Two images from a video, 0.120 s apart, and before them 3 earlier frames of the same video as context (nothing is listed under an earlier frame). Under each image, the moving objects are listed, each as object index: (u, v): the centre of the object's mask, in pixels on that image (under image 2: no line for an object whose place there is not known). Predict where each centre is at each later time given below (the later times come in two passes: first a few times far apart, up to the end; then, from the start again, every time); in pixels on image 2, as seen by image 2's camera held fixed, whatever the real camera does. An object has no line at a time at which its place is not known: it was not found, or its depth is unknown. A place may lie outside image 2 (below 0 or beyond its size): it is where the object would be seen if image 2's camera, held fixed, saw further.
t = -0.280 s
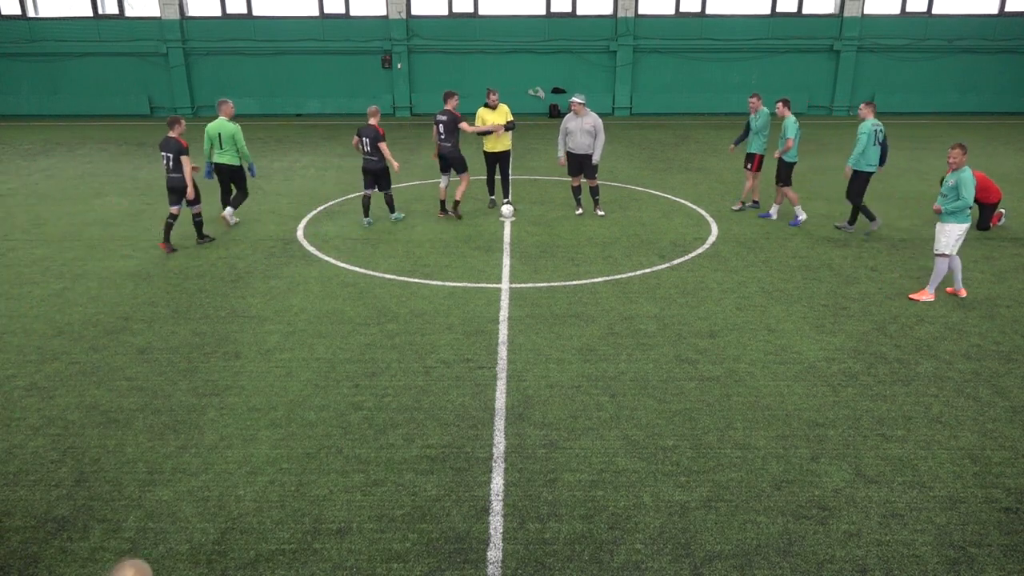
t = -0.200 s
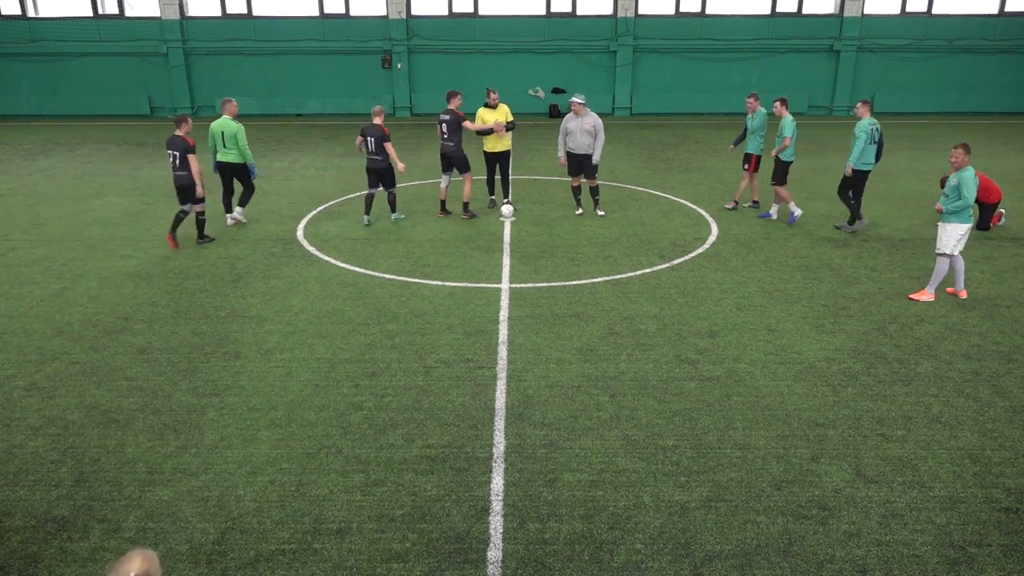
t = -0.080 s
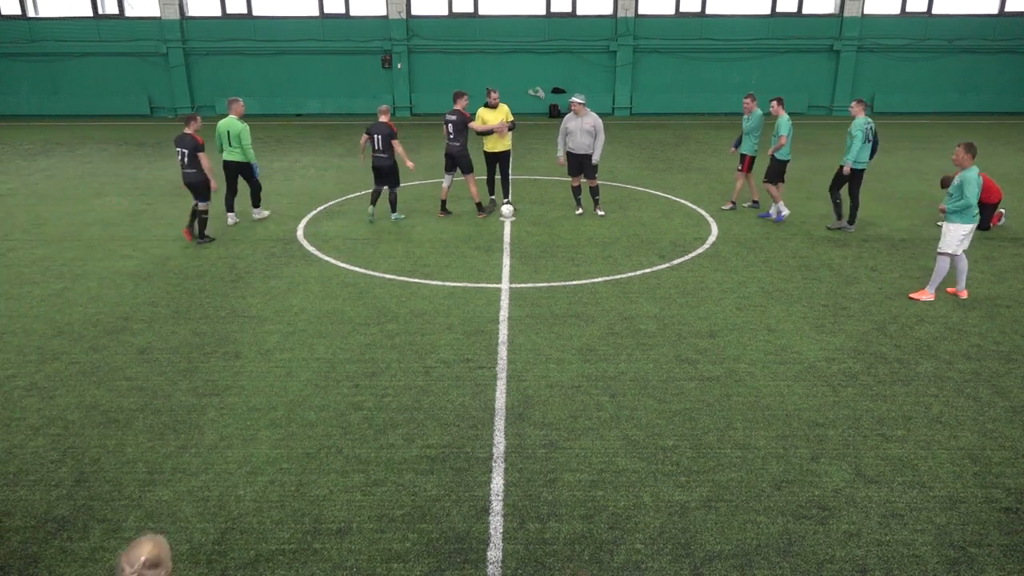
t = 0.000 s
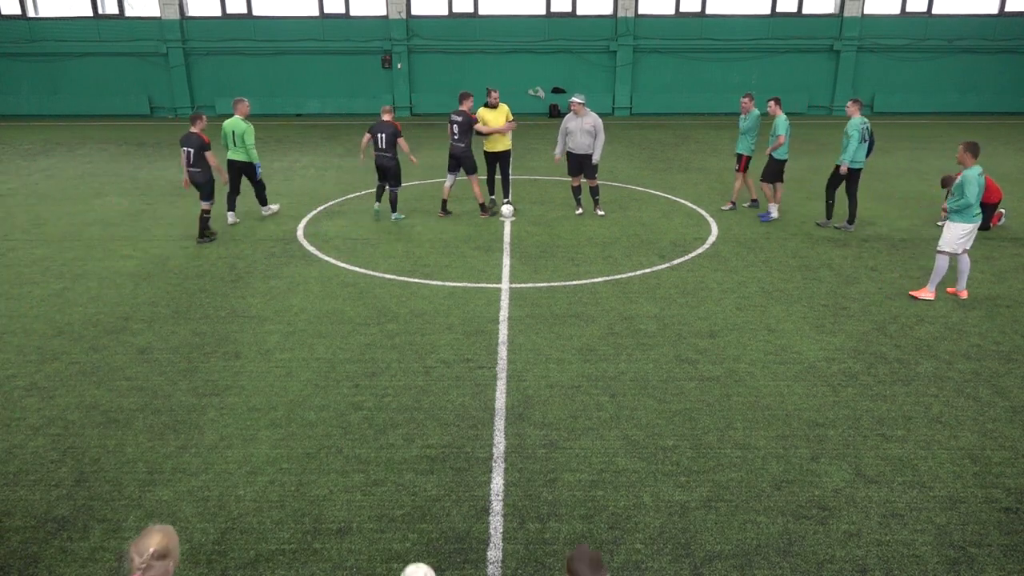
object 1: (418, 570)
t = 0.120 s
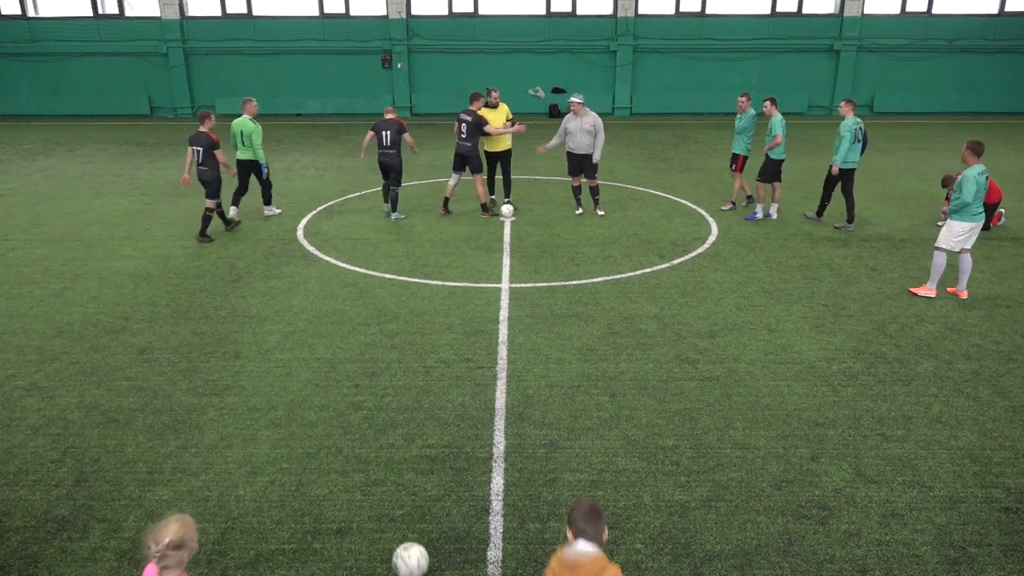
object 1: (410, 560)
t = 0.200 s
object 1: (405, 548)
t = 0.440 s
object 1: (391, 512)
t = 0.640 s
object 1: (380, 487)
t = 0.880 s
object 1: (370, 461)
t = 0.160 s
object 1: (408, 555)
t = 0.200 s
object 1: (405, 548)
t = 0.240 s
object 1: (403, 541)
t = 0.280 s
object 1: (401, 535)
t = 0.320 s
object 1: (398, 529)
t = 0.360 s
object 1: (396, 523)
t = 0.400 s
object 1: (393, 517)
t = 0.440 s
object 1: (391, 512)
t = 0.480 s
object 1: (389, 506)
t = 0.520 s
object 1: (387, 502)
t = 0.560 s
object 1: (384, 496)
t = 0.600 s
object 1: (382, 492)
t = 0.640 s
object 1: (380, 487)
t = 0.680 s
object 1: (378, 482)
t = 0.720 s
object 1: (377, 478)
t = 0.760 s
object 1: (375, 473)
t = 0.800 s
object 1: (373, 469)
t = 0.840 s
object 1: (371, 465)
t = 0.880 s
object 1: (370, 461)
